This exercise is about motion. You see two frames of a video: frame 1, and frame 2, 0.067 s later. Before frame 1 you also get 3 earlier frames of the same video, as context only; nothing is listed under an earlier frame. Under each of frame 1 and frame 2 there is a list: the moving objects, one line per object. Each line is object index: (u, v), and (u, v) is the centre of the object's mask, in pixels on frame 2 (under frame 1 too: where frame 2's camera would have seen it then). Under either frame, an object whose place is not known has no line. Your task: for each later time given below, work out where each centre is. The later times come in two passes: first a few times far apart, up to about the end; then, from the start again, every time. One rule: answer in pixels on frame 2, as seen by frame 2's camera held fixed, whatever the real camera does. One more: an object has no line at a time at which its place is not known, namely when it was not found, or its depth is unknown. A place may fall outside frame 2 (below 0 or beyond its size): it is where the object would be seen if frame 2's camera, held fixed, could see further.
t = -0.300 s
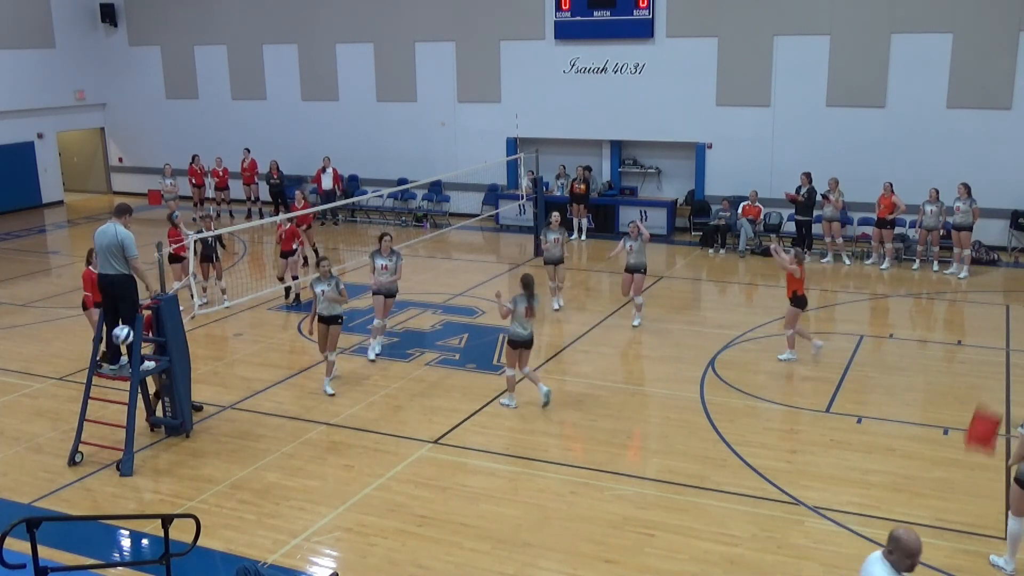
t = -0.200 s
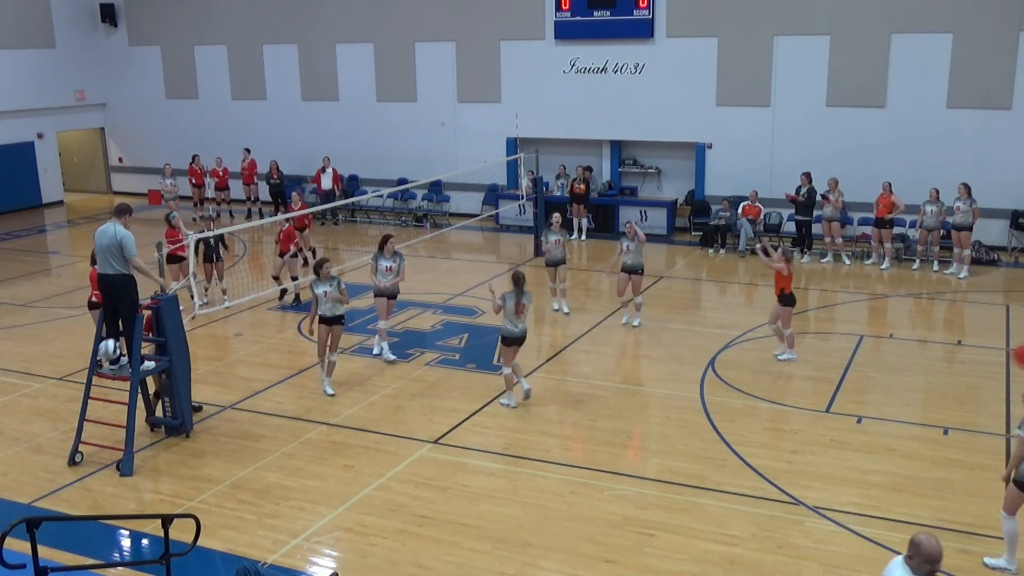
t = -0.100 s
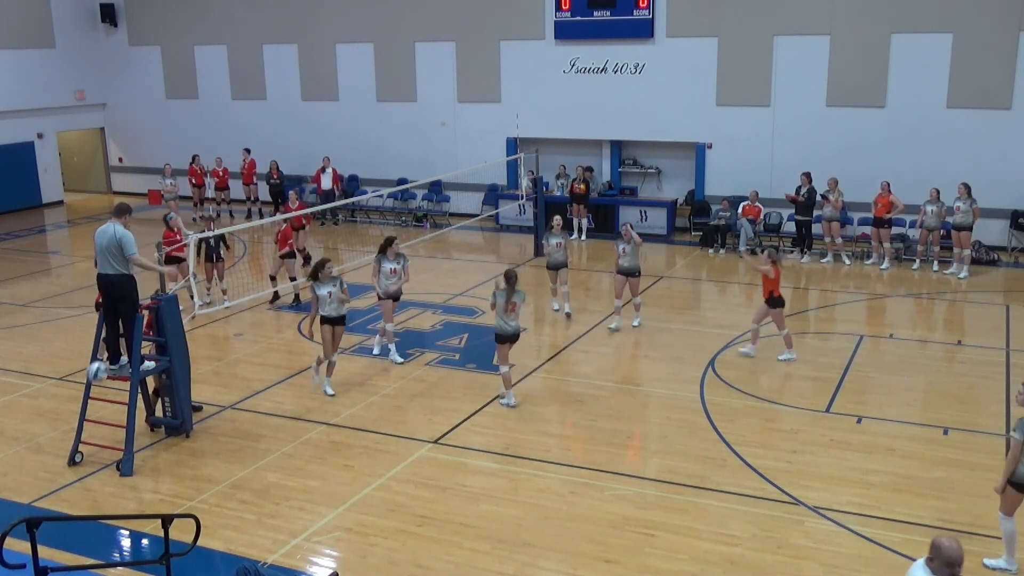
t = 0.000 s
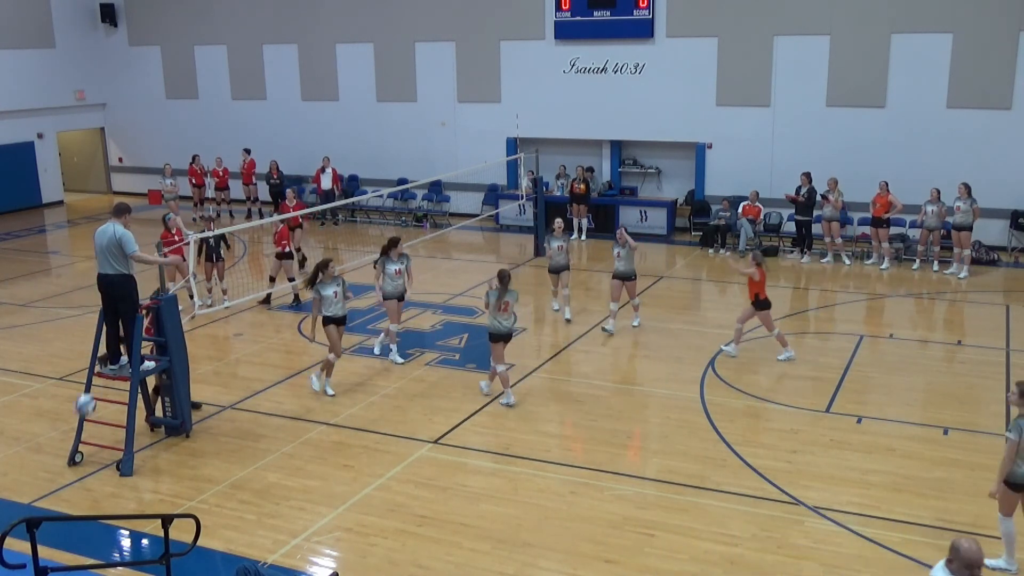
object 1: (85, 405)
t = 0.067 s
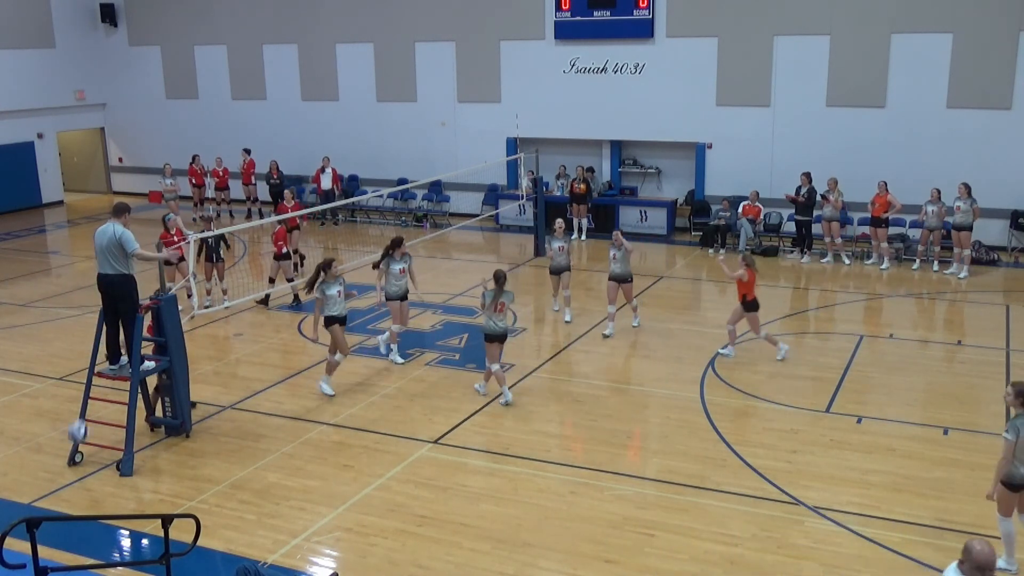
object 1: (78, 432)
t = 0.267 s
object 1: (56, 492)
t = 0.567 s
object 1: (9, 444)
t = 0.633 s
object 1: (4, 444)
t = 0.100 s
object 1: (75, 447)
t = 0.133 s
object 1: (73, 462)
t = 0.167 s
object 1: (69, 479)
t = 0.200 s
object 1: (67, 497)
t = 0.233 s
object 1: (62, 502)
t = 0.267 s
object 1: (56, 492)
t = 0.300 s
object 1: (50, 483)
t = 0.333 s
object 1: (45, 475)
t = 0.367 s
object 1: (39, 468)
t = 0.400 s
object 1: (33, 461)
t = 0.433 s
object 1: (28, 456)
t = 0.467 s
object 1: (23, 452)
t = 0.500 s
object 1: (18, 448)
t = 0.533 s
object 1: (12, 446)
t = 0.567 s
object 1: (9, 444)
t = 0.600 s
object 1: (7, 443)
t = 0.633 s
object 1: (4, 444)
